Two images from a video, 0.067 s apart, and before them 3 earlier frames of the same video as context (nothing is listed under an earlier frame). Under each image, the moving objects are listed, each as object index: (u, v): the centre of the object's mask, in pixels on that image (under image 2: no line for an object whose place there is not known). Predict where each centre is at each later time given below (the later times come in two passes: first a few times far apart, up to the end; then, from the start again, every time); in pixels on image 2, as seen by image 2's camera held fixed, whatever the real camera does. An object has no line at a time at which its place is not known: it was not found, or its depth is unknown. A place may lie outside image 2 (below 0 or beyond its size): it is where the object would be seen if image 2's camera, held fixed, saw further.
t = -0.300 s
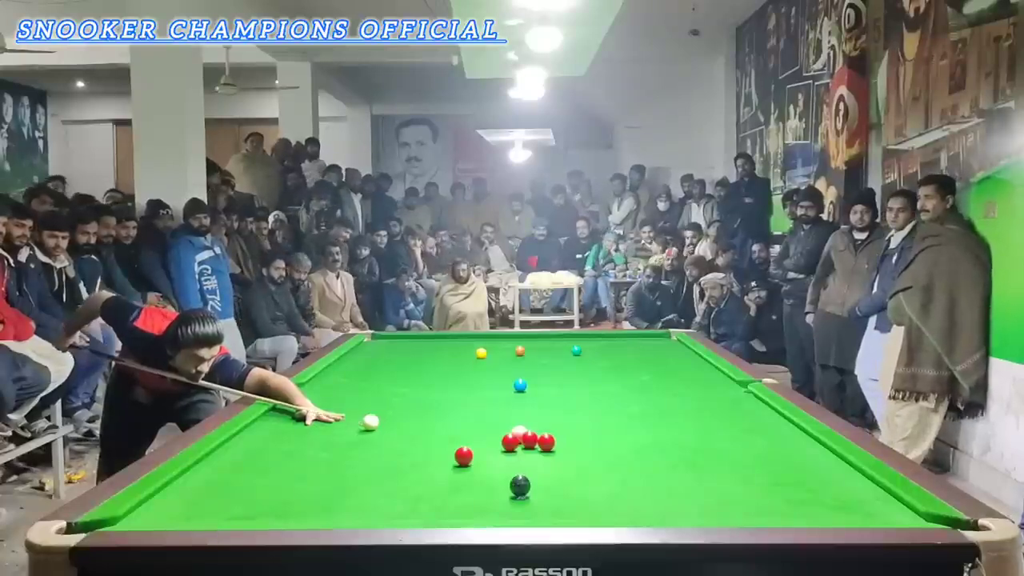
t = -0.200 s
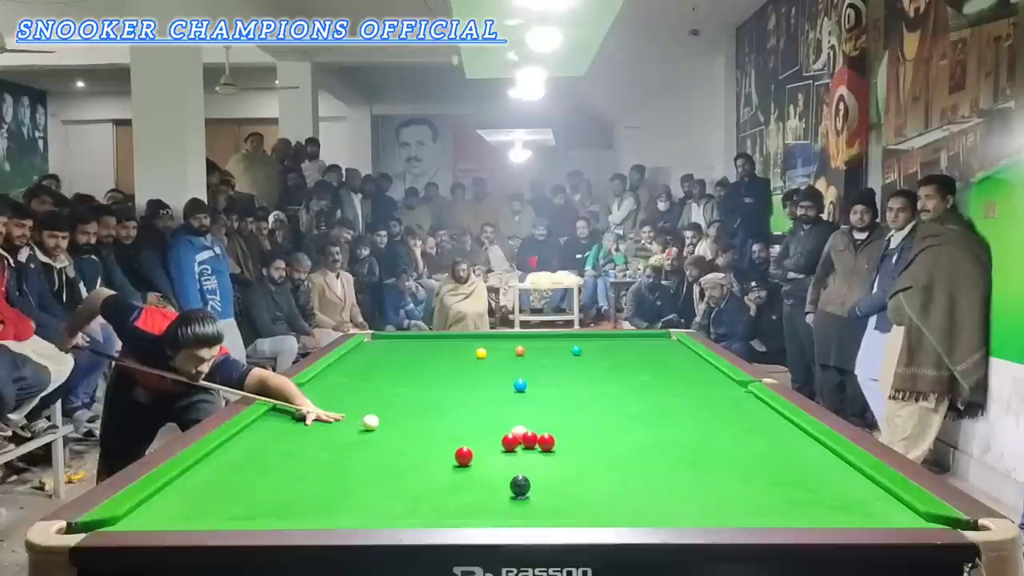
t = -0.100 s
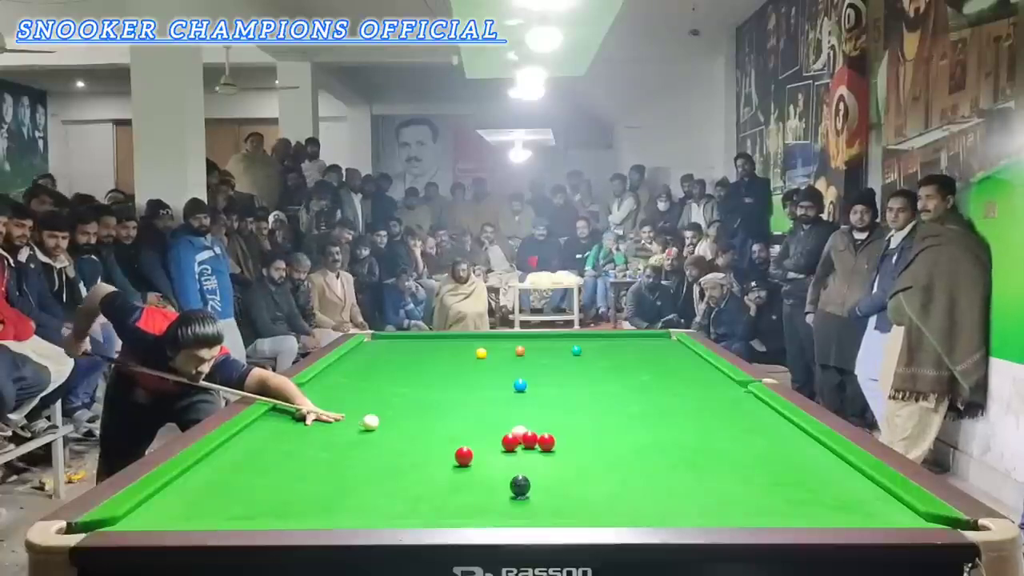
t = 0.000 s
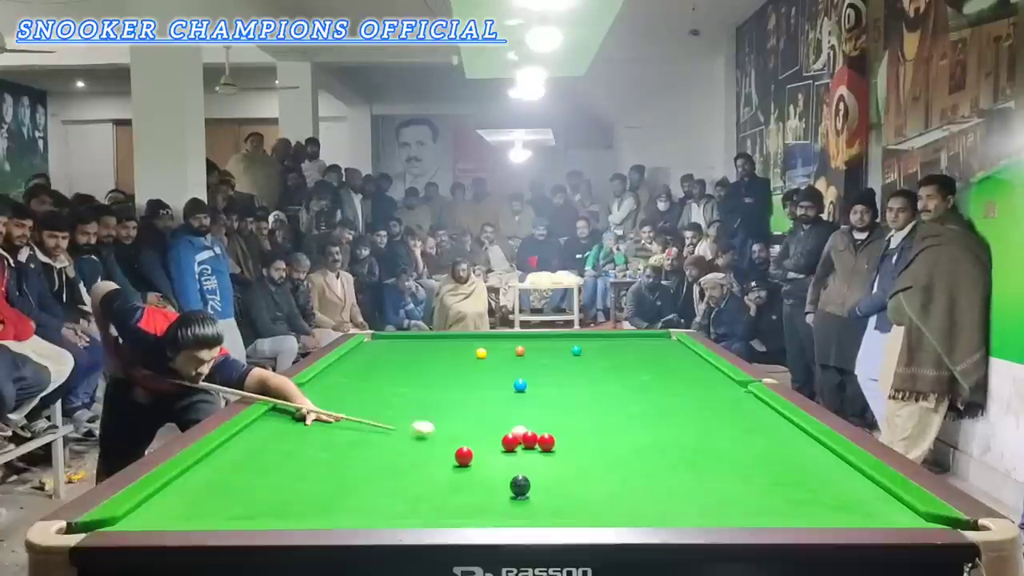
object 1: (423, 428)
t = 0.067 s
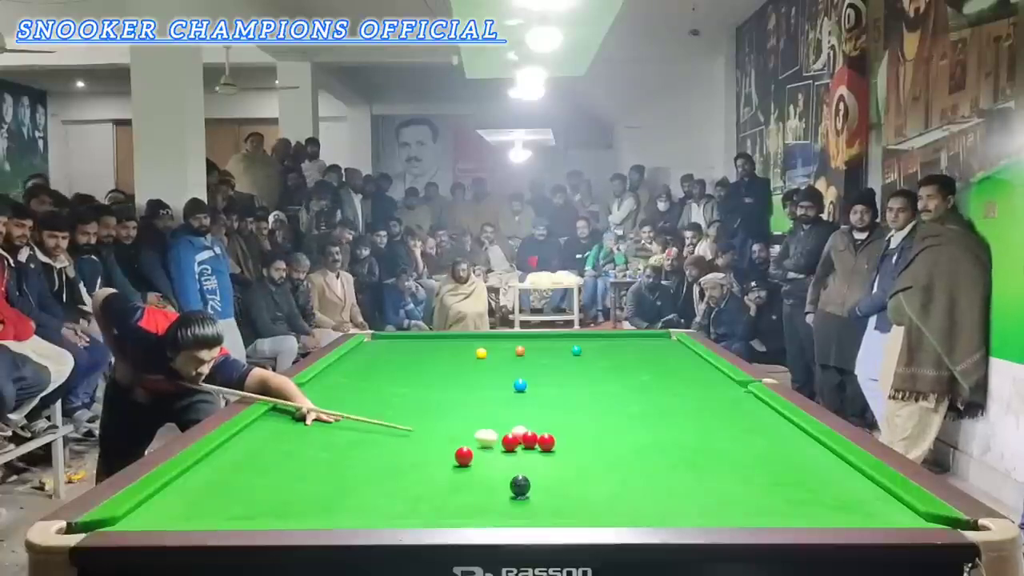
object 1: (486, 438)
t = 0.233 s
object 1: (506, 437)
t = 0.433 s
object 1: (507, 436)
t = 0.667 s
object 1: (507, 435)
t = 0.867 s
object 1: (507, 435)
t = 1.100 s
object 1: (507, 435)
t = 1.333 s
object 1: (507, 435)
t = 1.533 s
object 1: (507, 435)
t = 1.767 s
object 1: (507, 435)
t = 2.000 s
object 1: (507, 435)
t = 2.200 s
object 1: (507, 435)
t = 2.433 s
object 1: (507, 435)
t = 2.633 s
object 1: (507, 435)
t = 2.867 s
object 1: (507, 435)
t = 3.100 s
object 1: (507, 435)
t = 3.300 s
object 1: (507, 435)
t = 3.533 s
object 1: (507, 435)
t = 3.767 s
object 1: (507, 435)
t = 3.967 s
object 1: (507, 435)
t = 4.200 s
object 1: (507, 435)
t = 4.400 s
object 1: (507, 435)
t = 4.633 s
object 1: (507, 435)
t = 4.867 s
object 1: (507, 435)
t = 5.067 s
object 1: (507, 435)
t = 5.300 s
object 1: (507, 435)
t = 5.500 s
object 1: (507, 435)
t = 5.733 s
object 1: (507, 435)
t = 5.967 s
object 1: (507, 435)
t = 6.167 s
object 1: (507, 435)
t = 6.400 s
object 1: (507, 435)
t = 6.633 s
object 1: (507, 435)
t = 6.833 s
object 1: (507, 435)
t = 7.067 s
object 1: (507, 435)
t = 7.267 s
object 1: (507, 435)
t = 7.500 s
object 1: (507, 435)
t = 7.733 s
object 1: (507, 435)
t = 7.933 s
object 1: (507, 435)
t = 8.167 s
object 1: (507, 435)
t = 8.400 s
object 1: (507, 435)
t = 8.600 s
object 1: (507, 435)
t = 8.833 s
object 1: (507, 435)
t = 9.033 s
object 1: (507, 435)
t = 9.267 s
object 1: (507, 435)
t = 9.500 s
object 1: (507, 435)
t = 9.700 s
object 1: (507, 435)
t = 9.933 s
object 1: (507, 435)
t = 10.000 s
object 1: (507, 435)
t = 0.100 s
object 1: (499, 439)
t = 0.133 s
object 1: (502, 438)
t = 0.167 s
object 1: (503, 438)
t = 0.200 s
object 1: (504, 437)
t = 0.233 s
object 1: (506, 437)
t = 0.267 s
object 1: (506, 437)
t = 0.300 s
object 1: (506, 437)
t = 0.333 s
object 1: (507, 436)
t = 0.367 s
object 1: (507, 436)
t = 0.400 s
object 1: (507, 436)
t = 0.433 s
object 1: (507, 436)
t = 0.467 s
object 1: (507, 436)
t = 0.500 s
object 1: (507, 436)
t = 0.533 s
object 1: (506, 436)
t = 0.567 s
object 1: (507, 435)
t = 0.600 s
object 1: (507, 435)
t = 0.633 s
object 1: (507, 435)
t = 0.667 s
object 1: (507, 435)
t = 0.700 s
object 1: (507, 435)
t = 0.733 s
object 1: (507, 435)
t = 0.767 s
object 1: (507, 435)
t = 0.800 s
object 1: (507, 435)
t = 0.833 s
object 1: (507, 435)
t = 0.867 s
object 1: (507, 435)
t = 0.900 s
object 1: (507, 435)
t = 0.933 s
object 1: (507, 435)
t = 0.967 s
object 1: (507, 435)
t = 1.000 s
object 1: (507, 435)
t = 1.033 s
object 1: (507, 435)
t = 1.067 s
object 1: (507, 435)
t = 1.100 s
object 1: (507, 435)
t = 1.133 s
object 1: (507, 435)
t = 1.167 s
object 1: (507, 435)
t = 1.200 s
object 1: (507, 435)
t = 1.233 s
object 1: (507, 435)
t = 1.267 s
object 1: (507, 435)
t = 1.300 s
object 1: (507, 435)
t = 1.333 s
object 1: (507, 435)
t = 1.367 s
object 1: (507, 435)
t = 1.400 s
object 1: (507, 435)
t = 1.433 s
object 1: (507, 435)
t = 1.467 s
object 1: (507, 435)
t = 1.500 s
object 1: (507, 435)
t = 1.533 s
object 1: (507, 435)
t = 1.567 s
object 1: (507, 435)
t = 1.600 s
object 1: (507, 435)
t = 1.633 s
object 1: (507, 435)
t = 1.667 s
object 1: (507, 435)
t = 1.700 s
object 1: (507, 435)
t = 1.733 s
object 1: (507, 435)
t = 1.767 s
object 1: (507, 435)
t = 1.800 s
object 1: (507, 435)
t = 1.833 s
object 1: (507, 435)
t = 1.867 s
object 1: (507, 435)
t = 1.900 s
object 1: (507, 435)
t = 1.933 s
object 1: (507, 435)
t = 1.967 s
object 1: (507, 435)
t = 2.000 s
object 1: (507, 435)
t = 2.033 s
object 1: (507, 435)
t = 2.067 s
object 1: (507, 435)
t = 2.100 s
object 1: (507, 435)
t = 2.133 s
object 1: (507, 435)
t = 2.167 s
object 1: (507, 435)
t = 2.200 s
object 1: (507, 435)
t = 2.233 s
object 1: (507, 435)
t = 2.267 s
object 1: (507, 435)
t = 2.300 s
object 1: (507, 435)
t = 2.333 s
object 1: (507, 435)
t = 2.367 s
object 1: (507, 435)
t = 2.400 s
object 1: (507, 435)
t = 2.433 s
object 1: (507, 435)
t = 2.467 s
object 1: (507, 435)
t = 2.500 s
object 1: (507, 435)
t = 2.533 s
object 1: (507, 435)
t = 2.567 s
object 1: (507, 435)
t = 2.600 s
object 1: (507, 435)
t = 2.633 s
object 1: (507, 435)
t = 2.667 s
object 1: (507, 435)
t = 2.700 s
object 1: (507, 435)
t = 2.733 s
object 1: (507, 435)
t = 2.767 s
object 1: (507, 435)
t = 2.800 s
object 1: (507, 435)
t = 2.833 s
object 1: (507, 435)
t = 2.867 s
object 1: (507, 435)
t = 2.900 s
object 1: (507, 435)
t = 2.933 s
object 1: (507, 435)
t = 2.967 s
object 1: (507, 435)
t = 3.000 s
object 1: (507, 435)
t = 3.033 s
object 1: (507, 435)
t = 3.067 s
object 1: (507, 435)
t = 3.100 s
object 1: (507, 435)
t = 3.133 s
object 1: (507, 435)
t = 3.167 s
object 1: (507, 435)
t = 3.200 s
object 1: (507, 435)
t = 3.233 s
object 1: (507, 435)
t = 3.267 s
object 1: (507, 435)
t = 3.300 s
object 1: (507, 435)
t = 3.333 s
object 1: (507, 435)
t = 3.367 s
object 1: (507, 435)
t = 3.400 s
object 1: (507, 435)
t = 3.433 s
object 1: (507, 435)
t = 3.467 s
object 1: (507, 435)
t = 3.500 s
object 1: (507, 435)
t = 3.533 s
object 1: (507, 435)
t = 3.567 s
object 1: (507, 435)
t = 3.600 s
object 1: (507, 435)
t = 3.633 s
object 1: (507, 435)
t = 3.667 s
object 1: (507, 435)
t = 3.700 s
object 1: (507, 435)
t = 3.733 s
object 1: (507, 435)
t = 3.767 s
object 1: (507, 435)
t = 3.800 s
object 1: (507, 435)
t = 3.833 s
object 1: (507, 435)
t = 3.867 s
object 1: (507, 435)
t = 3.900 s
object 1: (507, 435)
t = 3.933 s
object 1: (507, 435)
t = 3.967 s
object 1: (507, 435)
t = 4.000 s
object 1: (507, 435)
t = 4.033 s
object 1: (507, 435)
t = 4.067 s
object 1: (507, 435)
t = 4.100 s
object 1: (507, 435)
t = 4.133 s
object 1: (507, 435)
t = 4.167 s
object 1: (507, 435)
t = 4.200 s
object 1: (507, 435)
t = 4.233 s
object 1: (507, 435)
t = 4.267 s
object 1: (507, 435)
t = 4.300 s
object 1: (507, 435)
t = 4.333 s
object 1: (507, 435)
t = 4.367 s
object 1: (507, 435)
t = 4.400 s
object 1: (507, 435)
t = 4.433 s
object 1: (507, 435)
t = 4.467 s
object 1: (507, 435)
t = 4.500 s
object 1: (507, 435)
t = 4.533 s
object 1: (507, 435)
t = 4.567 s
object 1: (507, 435)
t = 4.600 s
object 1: (507, 435)
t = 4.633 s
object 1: (507, 435)
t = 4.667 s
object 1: (507, 435)
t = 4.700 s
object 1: (507, 435)
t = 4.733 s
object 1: (507, 435)
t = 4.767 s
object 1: (507, 435)
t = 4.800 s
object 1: (507, 435)
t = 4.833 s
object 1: (507, 435)
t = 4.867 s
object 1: (507, 435)
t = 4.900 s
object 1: (507, 435)
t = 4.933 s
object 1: (507, 435)
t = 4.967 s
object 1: (507, 435)
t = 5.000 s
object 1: (507, 435)
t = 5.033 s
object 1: (507, 435)
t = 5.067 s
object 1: (507, 435)
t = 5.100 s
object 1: (507, 435)
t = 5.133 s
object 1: (507, 435)
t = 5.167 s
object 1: (507, 435)
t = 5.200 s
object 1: (507, 435)
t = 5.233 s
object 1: (507, 435)
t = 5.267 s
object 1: (507, 435)
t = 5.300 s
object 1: (507, 435)
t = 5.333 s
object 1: (507, 435)
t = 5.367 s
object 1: (507, 435)
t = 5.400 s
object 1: (507, 435)
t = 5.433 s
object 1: (507, 435)
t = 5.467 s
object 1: (507, 435)
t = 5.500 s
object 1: (507, 435)
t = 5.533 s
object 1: (507, 435)
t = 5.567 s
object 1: (507, 435)
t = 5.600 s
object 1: (507, 435)
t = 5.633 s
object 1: (507, 435)
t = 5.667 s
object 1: (507, 435)
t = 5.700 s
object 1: (507, 435)
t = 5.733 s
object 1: (507, 435)
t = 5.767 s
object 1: (507, 435)
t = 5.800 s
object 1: (507, 435)
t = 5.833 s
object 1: (507, 435)
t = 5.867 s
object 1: (507, 435)
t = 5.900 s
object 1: (507, 435)
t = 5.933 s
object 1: (507, 435)
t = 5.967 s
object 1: (507, 435)
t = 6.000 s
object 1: (507, 435)
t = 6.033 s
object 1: (507, 435)
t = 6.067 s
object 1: (507, 435)
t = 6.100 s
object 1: (507, 435)
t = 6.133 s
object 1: (507, 435)
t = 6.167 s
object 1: (507, 435)
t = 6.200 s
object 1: (507, 435)
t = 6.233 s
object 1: (507, 435)
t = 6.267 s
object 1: (507, 435)
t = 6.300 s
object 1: (507, 435)
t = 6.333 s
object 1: (507, 435)
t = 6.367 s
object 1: (507, 435)
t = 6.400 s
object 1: (507, 435)
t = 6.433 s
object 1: (507, 435)
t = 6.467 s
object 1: (507, 435)
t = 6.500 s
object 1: (507, 435)
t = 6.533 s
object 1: (507, 435)
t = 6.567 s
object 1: (507, 435)
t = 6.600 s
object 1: (507, 435)
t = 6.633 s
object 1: (507, 435)
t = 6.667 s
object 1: (507, 435)
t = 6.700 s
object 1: (507, 435)
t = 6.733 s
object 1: (507, 435)
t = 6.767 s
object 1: (507, 435)
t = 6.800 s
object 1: (507, 435)
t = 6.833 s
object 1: (507, 435)
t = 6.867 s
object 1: (507, 435)
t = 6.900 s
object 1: (507, 435)
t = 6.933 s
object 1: (507, 435)
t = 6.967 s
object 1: (507, 435)
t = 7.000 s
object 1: (507, 435)
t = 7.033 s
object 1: (507, 435)
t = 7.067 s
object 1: (507, 435)
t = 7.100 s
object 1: (507, 435)
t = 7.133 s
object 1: (507, 435)
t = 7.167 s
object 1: (507, 435)
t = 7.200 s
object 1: (507, 435)
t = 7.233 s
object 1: (507, 435)
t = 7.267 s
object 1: (507, 435)
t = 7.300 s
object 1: (507, 435)
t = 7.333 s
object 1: (507, 435)
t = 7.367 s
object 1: (507, 435)
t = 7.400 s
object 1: (507, 435)
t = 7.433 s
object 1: (507, 435)
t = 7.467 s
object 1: (507, 435)
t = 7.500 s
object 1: (507, 435)
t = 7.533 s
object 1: (507, 435)
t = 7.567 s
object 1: (507, 435)
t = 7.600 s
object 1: (507, 435)
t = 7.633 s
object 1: (507, 435)
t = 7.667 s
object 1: (507, 435)
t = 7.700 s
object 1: (507, 435)
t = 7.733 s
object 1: (507, 435)
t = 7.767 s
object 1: (507, 435)
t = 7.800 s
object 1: (507, 435)
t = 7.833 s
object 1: (507, 435)
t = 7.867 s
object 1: (507, 435)
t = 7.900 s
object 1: (507, 435)
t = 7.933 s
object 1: (507, 435)
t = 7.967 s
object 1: (507, 435)
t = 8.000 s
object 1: (507, 435)
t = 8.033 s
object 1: (507, 435)
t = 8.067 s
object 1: (507, 435)
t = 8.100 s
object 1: (507, 435)
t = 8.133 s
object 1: (507, 435)
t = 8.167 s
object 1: (507, 435)
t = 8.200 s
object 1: (507, 435)
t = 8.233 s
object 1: (507, 435)
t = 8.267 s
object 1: (507, 435)
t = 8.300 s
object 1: (507, 435)
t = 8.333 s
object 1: (507, 435)
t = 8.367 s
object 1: (507, 435)
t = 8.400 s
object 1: (507, 435)
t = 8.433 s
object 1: (507, 435)
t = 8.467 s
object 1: (507, 435)
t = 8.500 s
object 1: (507, 435)
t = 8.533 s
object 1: (507, 435)
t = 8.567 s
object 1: (507, 435)
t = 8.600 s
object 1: (507, 435)
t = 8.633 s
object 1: (507, 435)
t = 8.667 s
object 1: (507, 435)
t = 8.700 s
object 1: (507, 435)
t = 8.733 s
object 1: (507, 435)
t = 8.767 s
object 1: (507, 435)
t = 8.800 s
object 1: (507, 435)
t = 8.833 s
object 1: (507, 435)
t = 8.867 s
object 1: (507, 435)
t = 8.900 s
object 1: (507, 435)
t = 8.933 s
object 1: (507, 435)
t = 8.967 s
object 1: (507, 435)
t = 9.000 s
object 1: (507, 435)
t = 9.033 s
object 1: (507, 435)
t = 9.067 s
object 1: (507, 435)
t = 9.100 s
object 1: (507, 435)
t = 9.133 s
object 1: (507, 435)
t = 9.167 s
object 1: (507, 435)
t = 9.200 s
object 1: (507, 435)
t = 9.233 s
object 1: (507, 435)
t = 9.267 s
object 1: (507, 435)
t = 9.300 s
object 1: (507, 435)
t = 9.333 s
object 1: (507, 435)
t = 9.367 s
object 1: (507, 435)
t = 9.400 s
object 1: (507, 435)
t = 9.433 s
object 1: (507, 435)
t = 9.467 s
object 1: (507, 435)
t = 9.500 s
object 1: (507, 435)
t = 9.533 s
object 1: (507, 435)
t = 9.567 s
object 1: (507, 435)
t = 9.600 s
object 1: (507, 435)
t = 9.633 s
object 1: (507, 435)
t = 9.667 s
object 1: (507, 435)
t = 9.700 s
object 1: (507, 435)
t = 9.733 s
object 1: (507, 435)
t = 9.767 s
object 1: (507, 435)
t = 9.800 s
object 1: (507, 435)
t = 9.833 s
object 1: (507, 435)
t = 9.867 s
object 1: (507, 435)
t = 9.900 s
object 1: (507, 435)
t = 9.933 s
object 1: (507, 435)
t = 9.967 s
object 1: (507, 435)
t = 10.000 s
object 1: (507, 435)
